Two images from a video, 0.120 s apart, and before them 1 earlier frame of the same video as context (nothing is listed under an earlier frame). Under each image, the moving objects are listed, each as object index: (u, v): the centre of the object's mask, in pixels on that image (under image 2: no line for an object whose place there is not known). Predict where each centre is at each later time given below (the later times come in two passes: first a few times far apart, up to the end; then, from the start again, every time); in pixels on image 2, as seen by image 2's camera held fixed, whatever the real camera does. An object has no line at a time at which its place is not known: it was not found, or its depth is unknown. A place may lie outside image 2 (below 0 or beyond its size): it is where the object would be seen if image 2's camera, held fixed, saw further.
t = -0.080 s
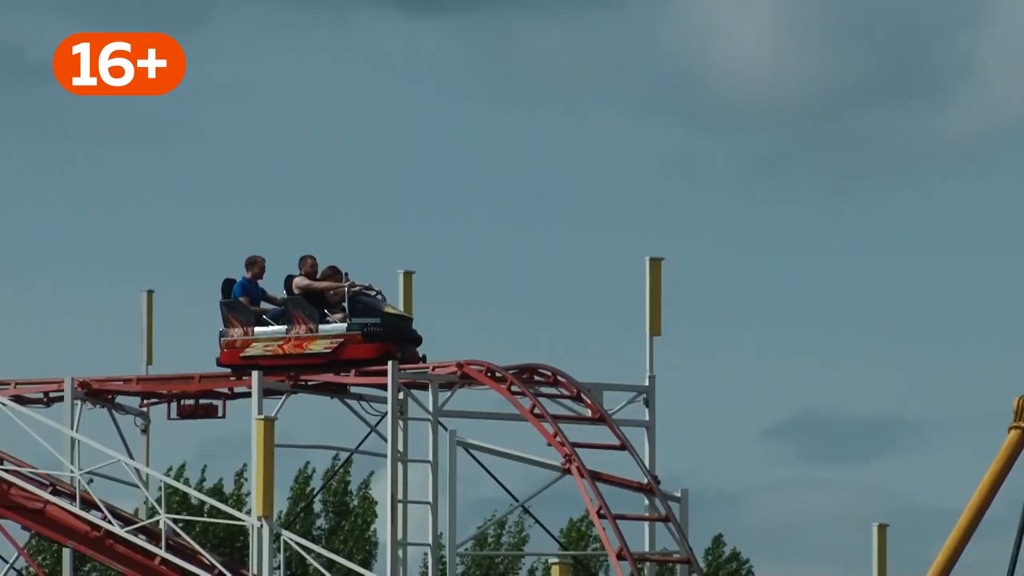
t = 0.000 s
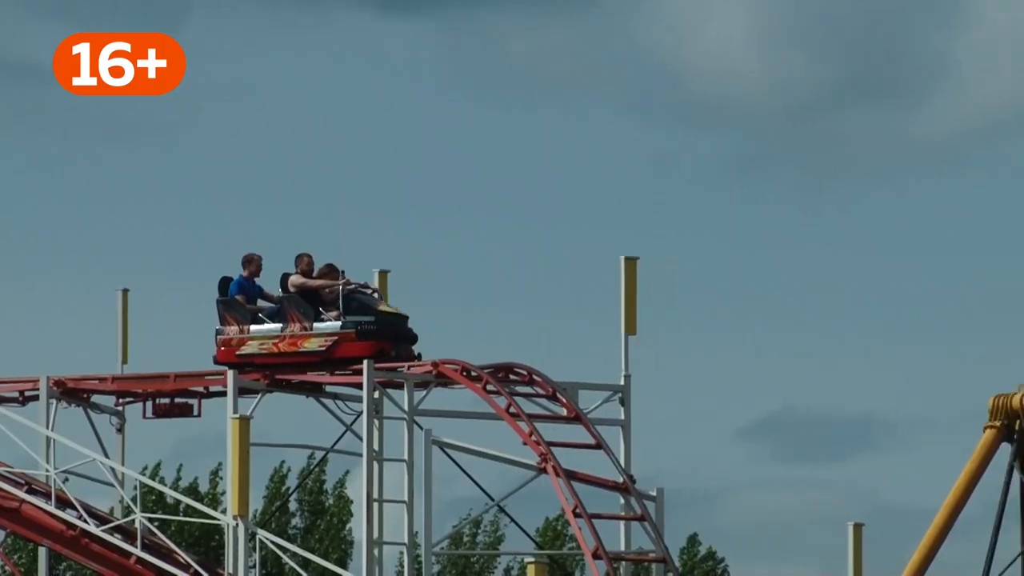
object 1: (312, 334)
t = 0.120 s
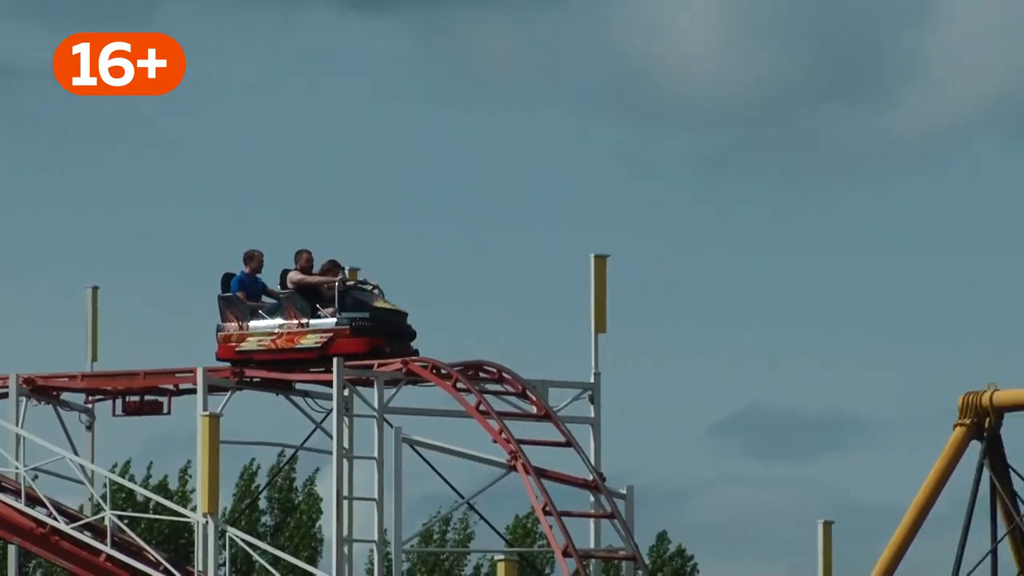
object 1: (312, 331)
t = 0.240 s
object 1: (342, 330)
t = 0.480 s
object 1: (395, 326)
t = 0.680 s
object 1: (430, 324)
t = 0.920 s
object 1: (467, 332)
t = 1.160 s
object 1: (504, 361)
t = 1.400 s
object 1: (545, 413)
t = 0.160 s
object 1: (322, 330)
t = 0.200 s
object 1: (332, 331)
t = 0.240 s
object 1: (342, 330)
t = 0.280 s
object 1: (352, 329)
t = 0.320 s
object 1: (361, 328)
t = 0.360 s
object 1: (370, 328)
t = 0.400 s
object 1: (379, 326)
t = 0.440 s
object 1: (387, 326)
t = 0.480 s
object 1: (395, 326)
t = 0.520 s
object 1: (403, 326)
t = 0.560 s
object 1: (410, 325)
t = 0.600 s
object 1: (417, 324)
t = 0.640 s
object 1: (423, 324)
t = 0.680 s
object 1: (430, 324)
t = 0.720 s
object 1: (437, 324)
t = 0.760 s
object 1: (443, 324)
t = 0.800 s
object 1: (449, 326)
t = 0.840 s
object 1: (455, 327)
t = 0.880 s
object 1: (461, 330)
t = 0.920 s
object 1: (467, 332)
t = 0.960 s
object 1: (473, 335)
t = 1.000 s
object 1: (478, 338)
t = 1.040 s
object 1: (485, 343)
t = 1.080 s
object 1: (491, 348)
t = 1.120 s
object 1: (498, 354)
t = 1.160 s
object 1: (504, 361)
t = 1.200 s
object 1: (511, 368)
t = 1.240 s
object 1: (516, 373)
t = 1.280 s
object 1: (522, 382)
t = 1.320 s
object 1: (530, 392)
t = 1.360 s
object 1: (537, 403)
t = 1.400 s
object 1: (545, 413)
